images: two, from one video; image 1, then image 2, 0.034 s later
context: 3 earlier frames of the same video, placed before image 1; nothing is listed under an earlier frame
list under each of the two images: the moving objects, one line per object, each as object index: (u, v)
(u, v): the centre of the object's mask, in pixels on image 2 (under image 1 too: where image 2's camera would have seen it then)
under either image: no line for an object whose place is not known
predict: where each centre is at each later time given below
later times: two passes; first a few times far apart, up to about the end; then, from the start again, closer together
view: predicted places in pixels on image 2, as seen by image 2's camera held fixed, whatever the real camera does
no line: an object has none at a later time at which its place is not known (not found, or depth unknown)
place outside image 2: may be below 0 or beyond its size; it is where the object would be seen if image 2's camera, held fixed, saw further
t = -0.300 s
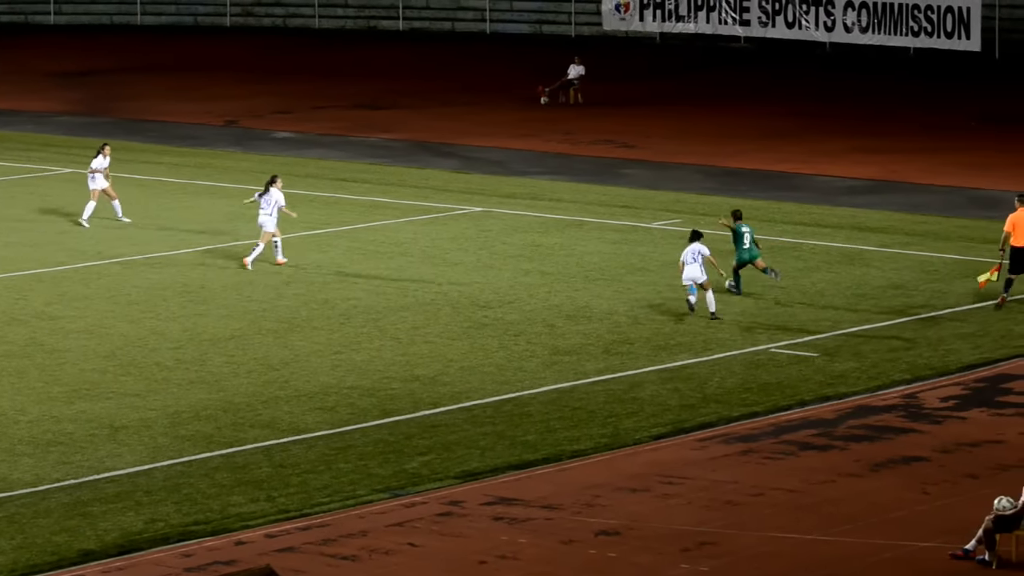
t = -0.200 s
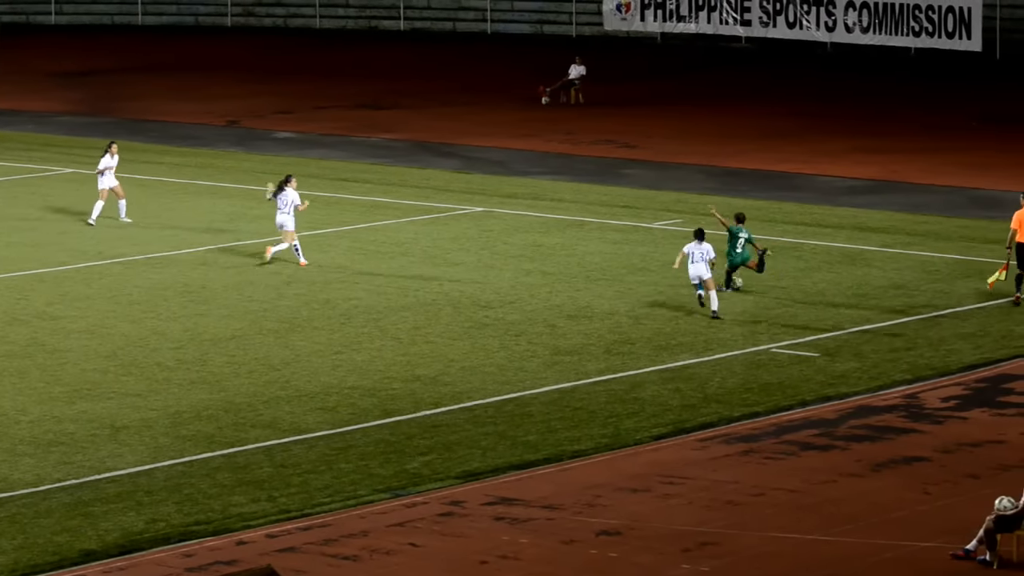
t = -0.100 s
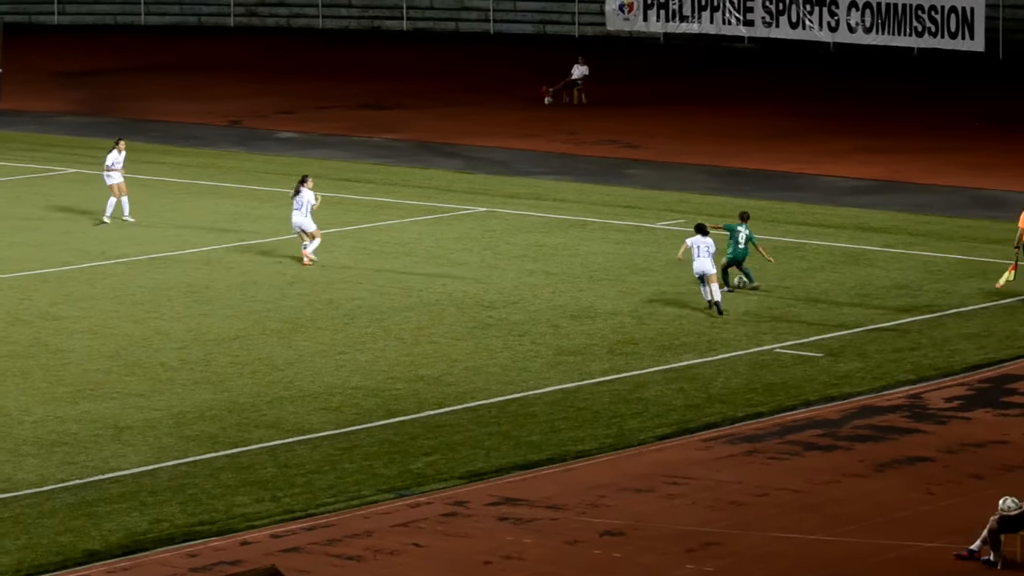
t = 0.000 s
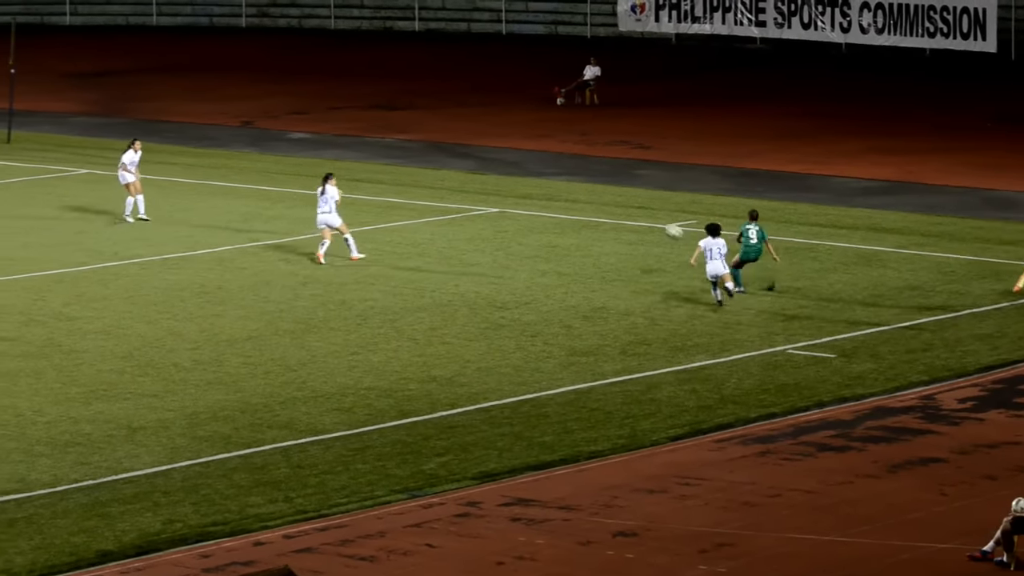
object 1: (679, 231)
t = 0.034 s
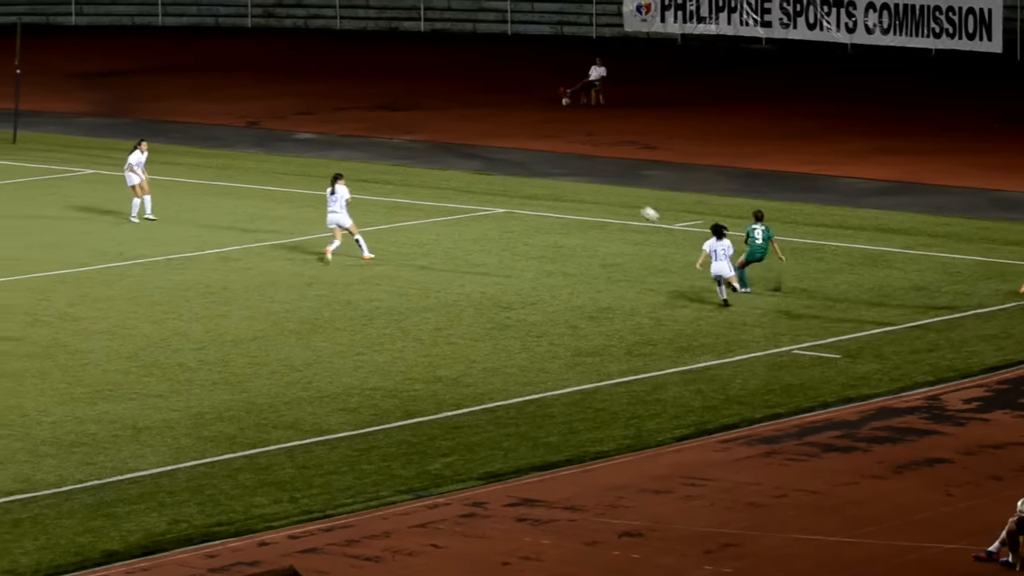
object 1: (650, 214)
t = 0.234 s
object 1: (483, 125)
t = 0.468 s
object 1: (305, 54)
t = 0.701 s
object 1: (138, 10)
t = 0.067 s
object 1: (620, 197)
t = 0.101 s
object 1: (592, 181)
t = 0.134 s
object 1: (564, 166)
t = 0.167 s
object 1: (537, 152)
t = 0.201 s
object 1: (509, 138)
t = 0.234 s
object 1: (483, 125)
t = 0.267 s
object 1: (456, 113)
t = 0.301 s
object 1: (430, 102)
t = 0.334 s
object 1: (405, 91)
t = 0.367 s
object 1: (379, 81)
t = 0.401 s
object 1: (354, 71)
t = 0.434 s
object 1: (330, 63)
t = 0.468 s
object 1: (305, 54)
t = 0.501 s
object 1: (281, 47)
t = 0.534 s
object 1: (257, 39)
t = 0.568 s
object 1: (232, 32)
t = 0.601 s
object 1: (208, 26)
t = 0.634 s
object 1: (185, 20)
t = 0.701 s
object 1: (138, 10)
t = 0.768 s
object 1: (97, 2)
